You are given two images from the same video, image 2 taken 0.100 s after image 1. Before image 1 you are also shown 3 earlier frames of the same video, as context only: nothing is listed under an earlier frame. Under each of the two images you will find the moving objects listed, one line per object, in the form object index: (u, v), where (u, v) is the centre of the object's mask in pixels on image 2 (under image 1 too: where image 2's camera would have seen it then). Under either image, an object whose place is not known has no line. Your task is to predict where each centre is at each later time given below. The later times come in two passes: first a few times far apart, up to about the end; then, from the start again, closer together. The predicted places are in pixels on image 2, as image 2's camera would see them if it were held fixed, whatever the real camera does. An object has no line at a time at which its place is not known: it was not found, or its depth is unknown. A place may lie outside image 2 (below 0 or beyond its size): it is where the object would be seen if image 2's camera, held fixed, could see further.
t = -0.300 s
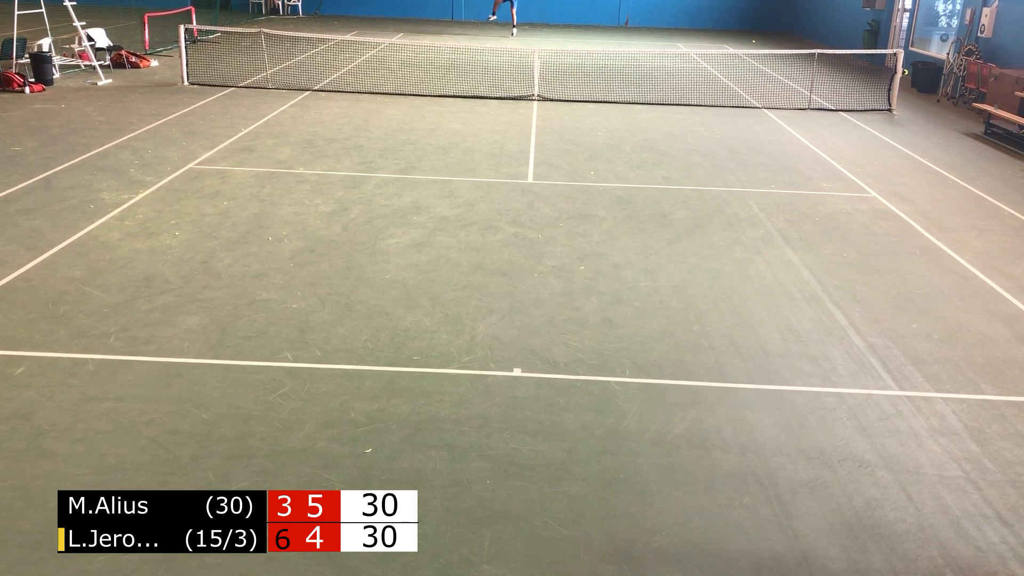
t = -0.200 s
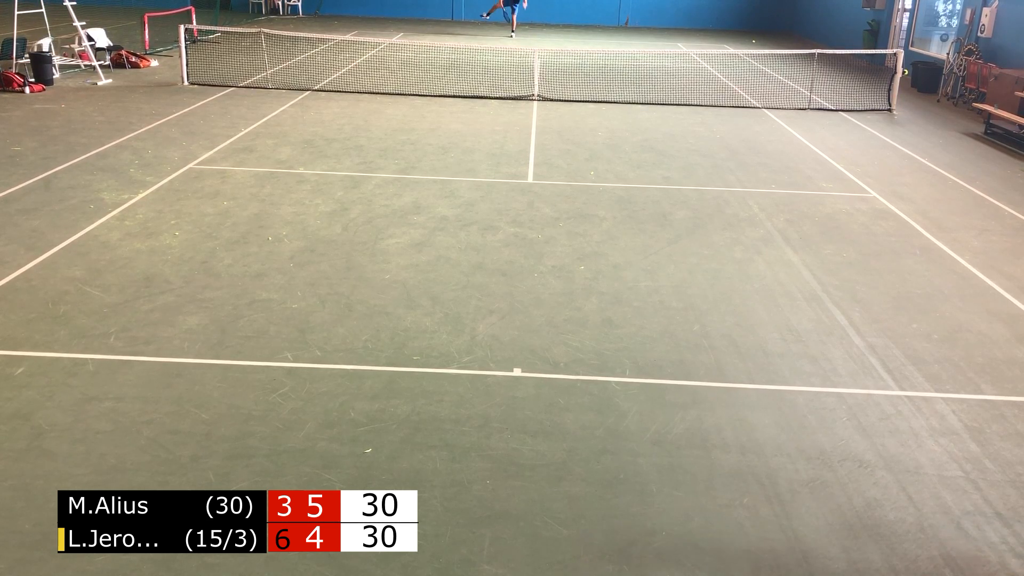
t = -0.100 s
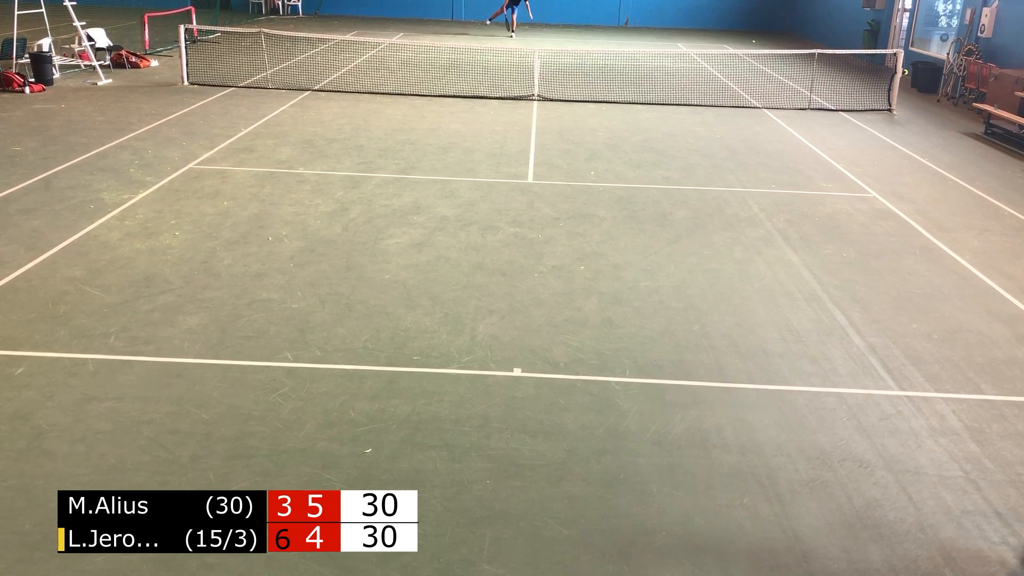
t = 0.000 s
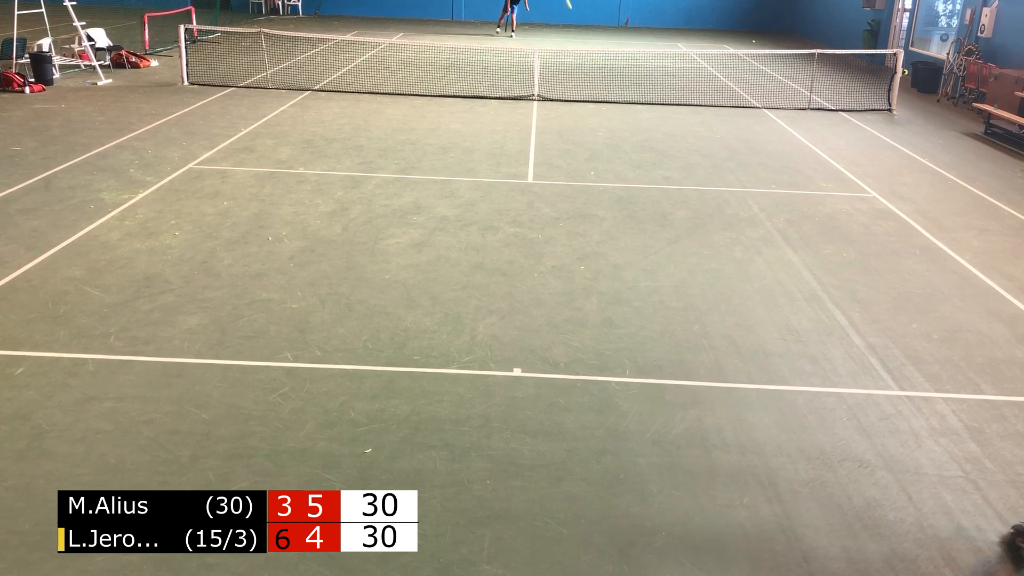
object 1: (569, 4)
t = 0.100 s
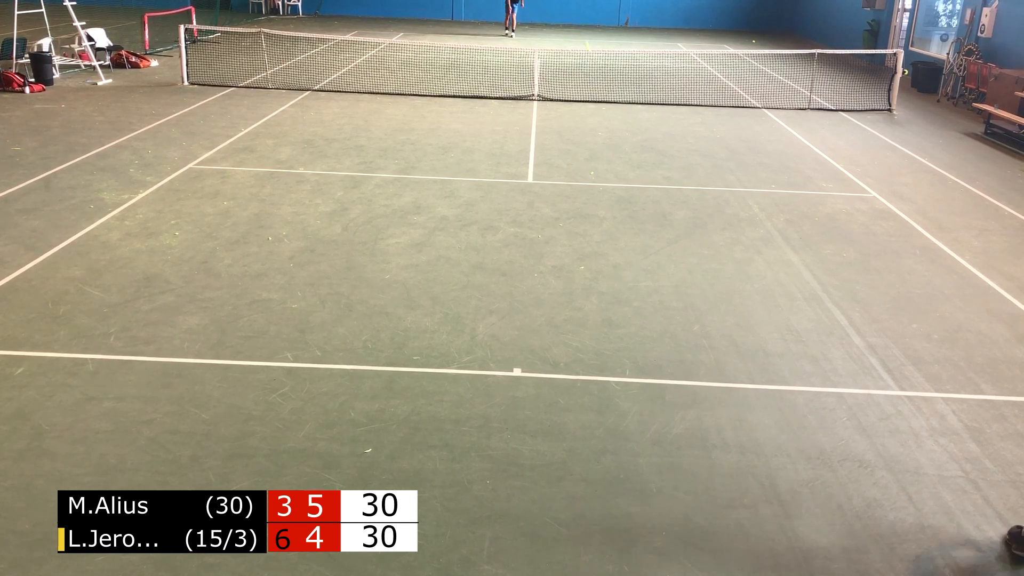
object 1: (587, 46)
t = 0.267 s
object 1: (635, 162)
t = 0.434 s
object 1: (683, 132)
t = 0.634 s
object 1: (772, 115)
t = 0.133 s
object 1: (596, 65)
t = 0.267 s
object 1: (635, 162)
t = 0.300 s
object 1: (644, 161)
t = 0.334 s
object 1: (653, 153)
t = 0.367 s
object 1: (662, 145)
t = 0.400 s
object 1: (672, 138)
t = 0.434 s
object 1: (683, 132)
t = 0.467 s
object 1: (695, 127)
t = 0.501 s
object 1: (708, 121)
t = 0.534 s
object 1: (721, 118)
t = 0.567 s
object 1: (737, 115)
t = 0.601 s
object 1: (754, 114)
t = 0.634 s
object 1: (772, 115)
